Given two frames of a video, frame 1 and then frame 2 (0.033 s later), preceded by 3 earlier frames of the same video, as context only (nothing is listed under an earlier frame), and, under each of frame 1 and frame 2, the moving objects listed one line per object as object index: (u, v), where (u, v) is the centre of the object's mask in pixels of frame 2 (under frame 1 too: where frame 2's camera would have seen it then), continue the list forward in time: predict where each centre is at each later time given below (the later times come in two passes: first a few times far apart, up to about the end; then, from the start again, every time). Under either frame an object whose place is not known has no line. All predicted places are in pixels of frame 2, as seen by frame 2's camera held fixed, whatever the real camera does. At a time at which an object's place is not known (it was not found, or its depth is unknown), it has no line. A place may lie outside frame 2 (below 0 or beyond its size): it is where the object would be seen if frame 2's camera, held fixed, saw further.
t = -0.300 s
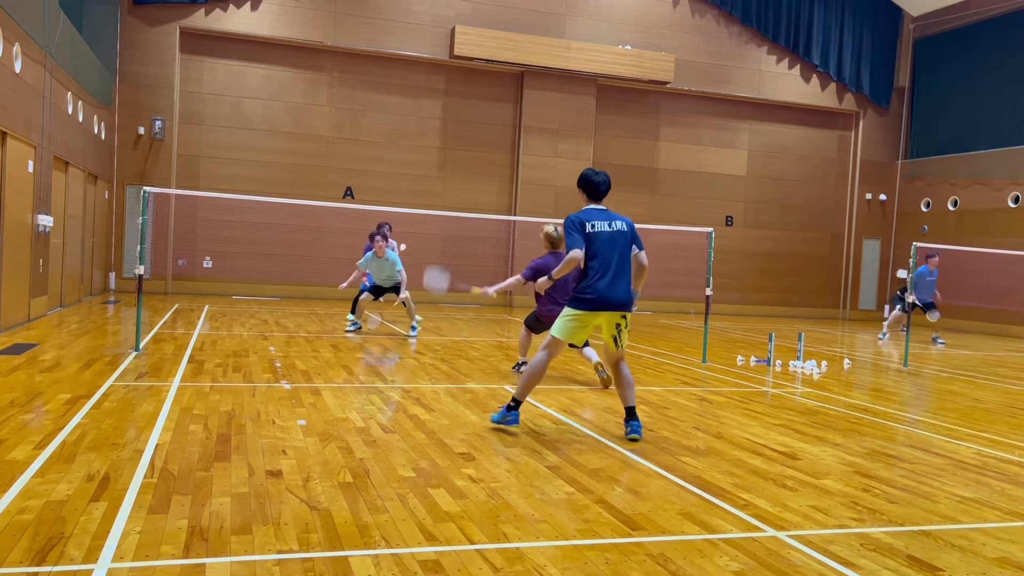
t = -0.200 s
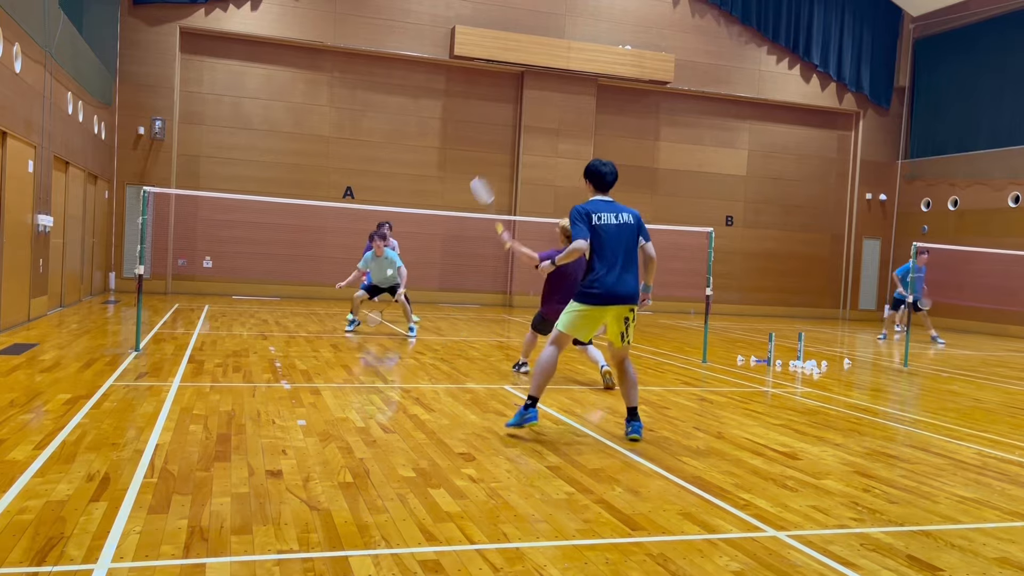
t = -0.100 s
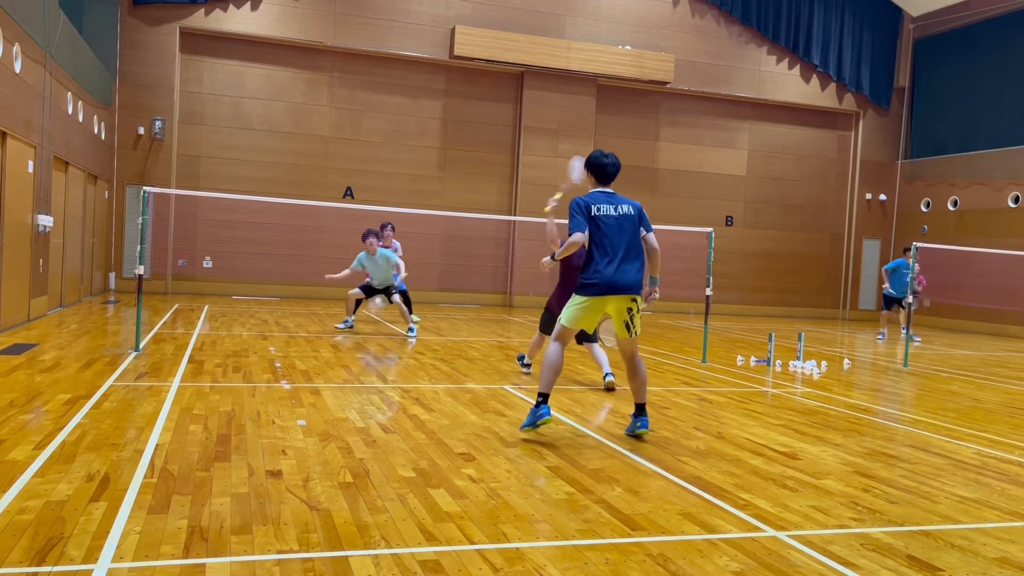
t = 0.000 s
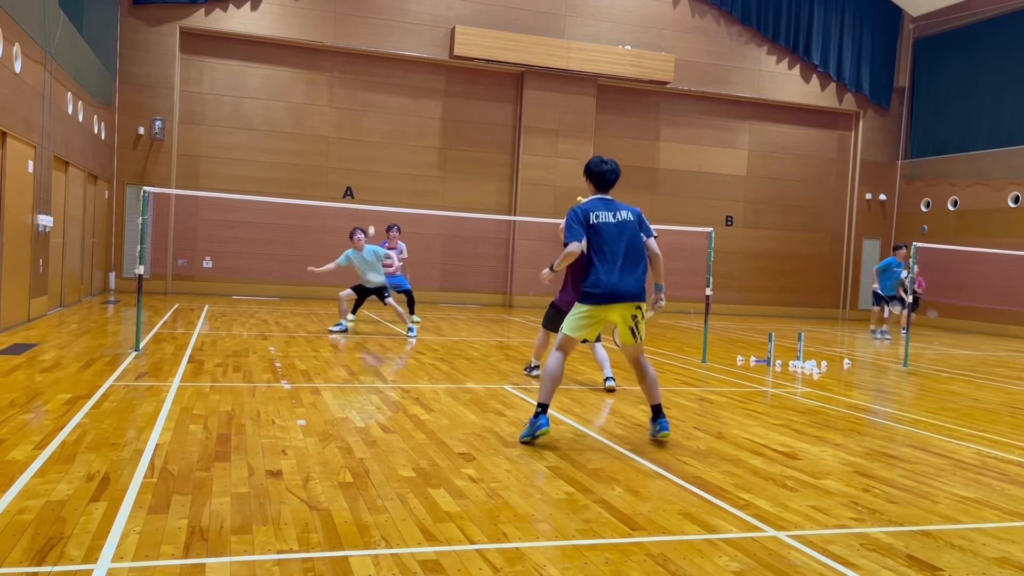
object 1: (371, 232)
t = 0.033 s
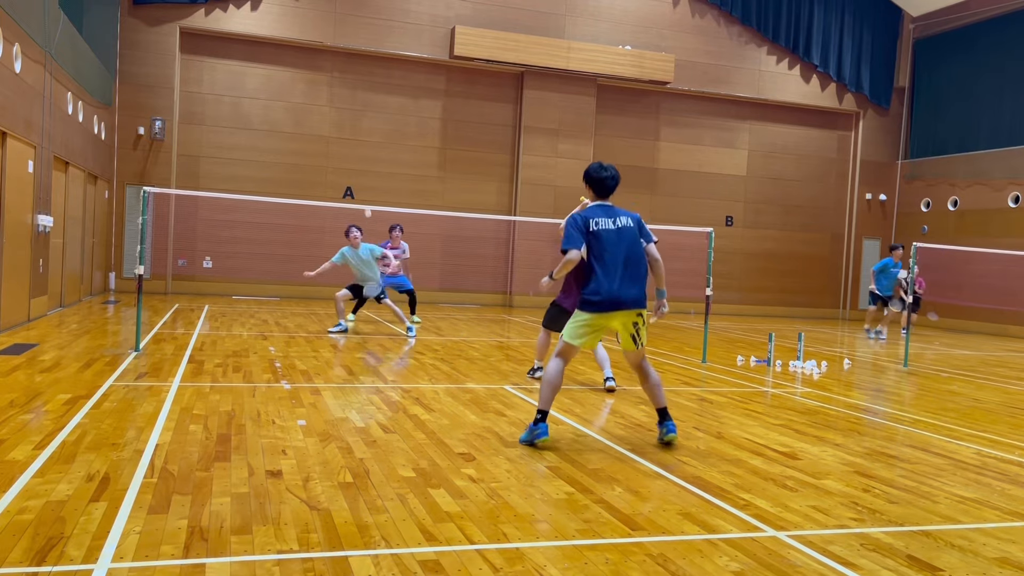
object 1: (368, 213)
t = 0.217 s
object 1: (352, 125)
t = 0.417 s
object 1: (335, 71)
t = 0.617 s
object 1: (315, 62)
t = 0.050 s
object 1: (366, 202)
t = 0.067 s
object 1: (364, 194)
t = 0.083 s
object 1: (363, 186)
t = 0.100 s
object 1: (362, 178)
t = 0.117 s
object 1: (361, 169)
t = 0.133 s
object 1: (359, 161)
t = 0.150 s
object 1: (358, 153)
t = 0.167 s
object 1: (357, 146)
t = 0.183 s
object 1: (355, 139)
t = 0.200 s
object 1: (354, 132)
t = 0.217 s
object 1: (352, 125)
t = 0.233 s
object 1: (351, 119)
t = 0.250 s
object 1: (350, 113)
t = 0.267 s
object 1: (349, 108)
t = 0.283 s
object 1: (347, 102)
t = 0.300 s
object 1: (346, 97)
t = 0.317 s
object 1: (344, 92)
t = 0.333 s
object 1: (343, 88)
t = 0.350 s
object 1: (342, 84)
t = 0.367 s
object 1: (340, 80)
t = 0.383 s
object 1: (339, 77)
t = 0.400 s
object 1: (337, 73)
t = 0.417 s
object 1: (335, 71)
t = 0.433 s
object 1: (334, 68)
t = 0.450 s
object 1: (332, 66)
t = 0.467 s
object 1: (331, 64)
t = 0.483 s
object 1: (329, 62)
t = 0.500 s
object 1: (327, 61)
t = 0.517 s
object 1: (326, 60)
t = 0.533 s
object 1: (324, 59)
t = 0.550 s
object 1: (322, 59)
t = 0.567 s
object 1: (320, 59)
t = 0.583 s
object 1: (318, 60)
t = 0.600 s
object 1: (317, 61)
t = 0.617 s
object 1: (315, 62)
